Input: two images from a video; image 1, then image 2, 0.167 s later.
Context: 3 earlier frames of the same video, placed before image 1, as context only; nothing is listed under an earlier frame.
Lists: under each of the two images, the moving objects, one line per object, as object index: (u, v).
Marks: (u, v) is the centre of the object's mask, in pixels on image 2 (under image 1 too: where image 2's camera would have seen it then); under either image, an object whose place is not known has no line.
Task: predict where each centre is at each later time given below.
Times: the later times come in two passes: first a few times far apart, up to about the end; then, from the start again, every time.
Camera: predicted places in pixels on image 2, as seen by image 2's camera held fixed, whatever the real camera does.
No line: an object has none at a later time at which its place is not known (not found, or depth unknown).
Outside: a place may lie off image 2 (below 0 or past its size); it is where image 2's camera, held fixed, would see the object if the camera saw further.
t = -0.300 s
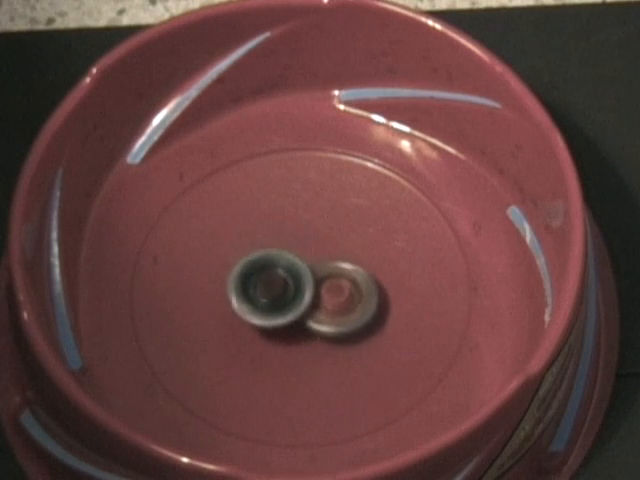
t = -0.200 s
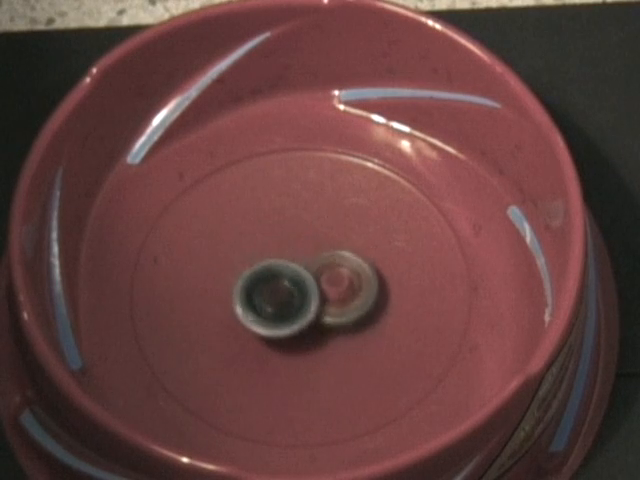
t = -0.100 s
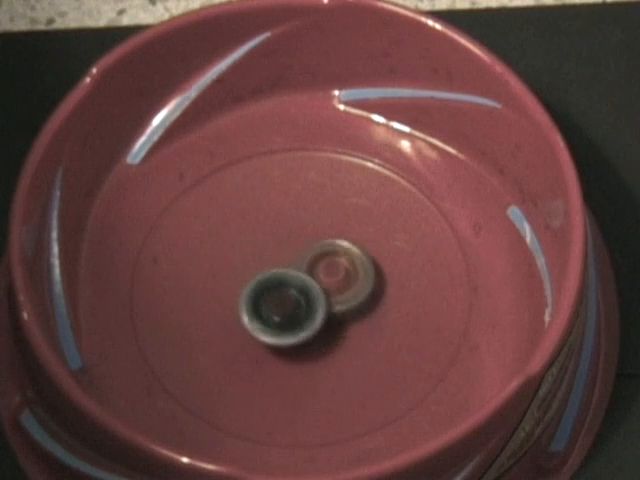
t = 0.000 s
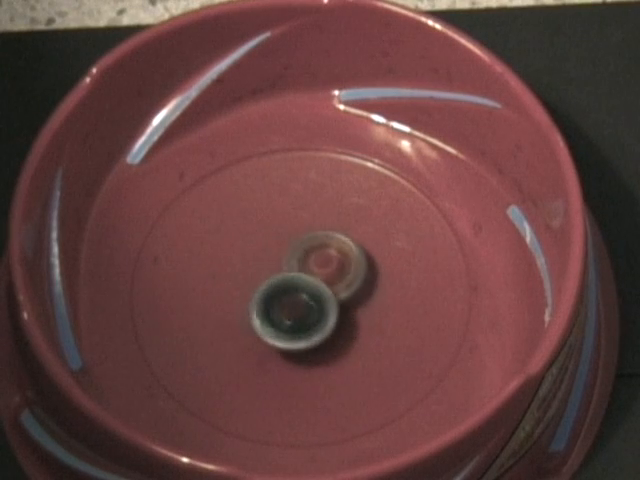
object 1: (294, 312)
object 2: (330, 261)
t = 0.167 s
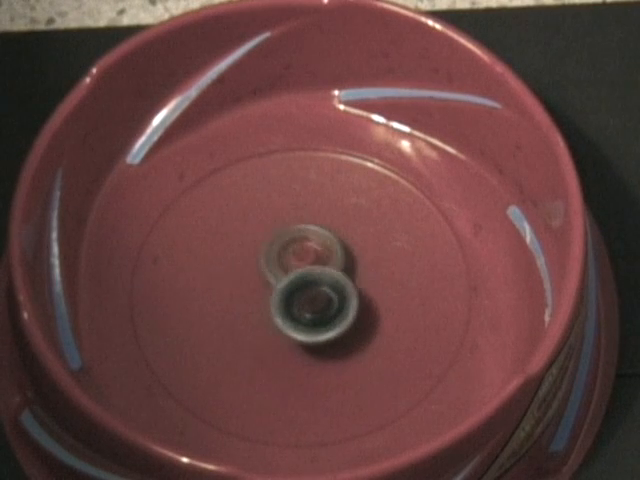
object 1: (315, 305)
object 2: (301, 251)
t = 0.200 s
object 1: (318, 302)
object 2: (294, 251)
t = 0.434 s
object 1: (332, 289)
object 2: (263, 262)
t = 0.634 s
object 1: (334, 277)
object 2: (251, 280)
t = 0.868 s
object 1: (321, 272)
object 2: (257, 307)
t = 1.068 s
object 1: (322, 266)
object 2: (276, 325)
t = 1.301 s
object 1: (320, 258)
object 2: (301, 331)
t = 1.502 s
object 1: (307, 248)
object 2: (313, 329)
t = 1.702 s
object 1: (285, 257)
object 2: (323, 317)
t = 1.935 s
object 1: (266, 272)
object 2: (330, 303)
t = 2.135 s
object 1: (259, 287)
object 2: (333, 292)
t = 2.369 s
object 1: (265, 298)
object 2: (340, 282)
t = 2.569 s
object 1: (286, 303)
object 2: (344, 274)
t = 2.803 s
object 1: (296, 305)
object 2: (348, 266)
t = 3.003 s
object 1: (295, 309)
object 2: (342, 262)
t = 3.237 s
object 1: (263, 317)
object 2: (351, 259)
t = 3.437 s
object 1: (265, 312)
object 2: (336, 264)
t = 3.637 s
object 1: (257, 293)
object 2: (323, 281)
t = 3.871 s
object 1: (245, 270)
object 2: (297, 327)
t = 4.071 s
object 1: (263, 250)
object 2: (317, 340)
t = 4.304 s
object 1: (302, 259)
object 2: (333, 341)
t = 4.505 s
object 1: (324, 255)
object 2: (318, 345)
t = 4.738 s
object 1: (350, 233)
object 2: (299, 337)
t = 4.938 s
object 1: (345, 245)
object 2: (323, 330)
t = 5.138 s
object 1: (300, 259)
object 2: (317, 327)
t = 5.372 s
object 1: (257, 246)
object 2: (301, 333)
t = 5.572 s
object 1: (265, 241)
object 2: (313, 326)
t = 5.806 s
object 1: (287, 277)
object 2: (312, 331)
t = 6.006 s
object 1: (276, 283)
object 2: (315, 339)
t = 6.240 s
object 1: (275, 278)
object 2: (315, 340)
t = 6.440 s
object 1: (298, 276)
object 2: (311, 340)
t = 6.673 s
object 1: (321, 279)
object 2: (318, 338)
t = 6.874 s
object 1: (323, 273)
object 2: (308, 341)
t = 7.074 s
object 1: (317, 269)
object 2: (310, 342)
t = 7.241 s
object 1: (311, 265)
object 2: (308, 342)
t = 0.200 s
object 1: (318, 302)
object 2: (294, 251)
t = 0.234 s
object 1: (321, 299)
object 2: (288, 252)
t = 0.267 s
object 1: (322, 297)
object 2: (282, 253)
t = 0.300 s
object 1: (323, 294)
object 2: (278, 255)
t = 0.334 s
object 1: (324, 291)
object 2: (275, 256)
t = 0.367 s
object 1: (325, 288)
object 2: (270, 260)
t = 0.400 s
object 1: (329, 288)
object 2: (267, 261)
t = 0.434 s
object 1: (332, 289)
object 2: (263, 262)
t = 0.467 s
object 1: (335, 287)
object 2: (261, 264)
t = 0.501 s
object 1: (337, 285)
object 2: (257, 267)
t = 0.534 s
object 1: (338, 283)
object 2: (255, 270)
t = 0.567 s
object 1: (337, 281)
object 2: (253, 273)
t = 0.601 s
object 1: (335, 279)
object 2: (252, 276)
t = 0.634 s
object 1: (334, 277)
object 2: (251, 280)
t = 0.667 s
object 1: (331, 275)
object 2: (252, 284)
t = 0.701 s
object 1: (326, 274)
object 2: (253, 288)
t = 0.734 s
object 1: (322, 273)
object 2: (254, 294)
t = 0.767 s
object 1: (321, 273)
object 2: (254, 298)
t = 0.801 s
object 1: (321, 273)
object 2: (255, 300)
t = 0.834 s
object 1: (322, 272)
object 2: (256, 304)
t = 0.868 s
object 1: (321, 272)
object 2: (257, 307)
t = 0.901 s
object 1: (321, 271)
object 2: (260, 311)
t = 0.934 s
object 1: (321, 270)
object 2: (263, 314)
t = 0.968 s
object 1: (322, 270)
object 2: (266, 317)
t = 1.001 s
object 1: (321, 269)
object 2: (269, 320)
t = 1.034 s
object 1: (321, 268)
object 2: (273, 322)
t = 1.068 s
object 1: (322, 266)
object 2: (276, 325)
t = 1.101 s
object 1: (324, 264)
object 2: (278, 327)
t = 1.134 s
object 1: (325, 262)
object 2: (281, 329)
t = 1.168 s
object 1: (325, 261)
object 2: (284, 330)
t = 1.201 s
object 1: (325, 260)
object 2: (288, 332)
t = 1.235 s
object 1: (324, 259)
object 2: (292, 332)
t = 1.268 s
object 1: (322, 258)
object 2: (296, 332)
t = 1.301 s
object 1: (320, 258)
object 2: (301, 331)
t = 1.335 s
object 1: (317, 260)
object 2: (304, 331)
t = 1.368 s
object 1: (315, 259)
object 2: (307, 331)
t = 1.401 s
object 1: (315, 253)
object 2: (308, 332)
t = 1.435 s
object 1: (314, 251)
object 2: (309, 331)
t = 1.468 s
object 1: (310, 250)
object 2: (311, 331)
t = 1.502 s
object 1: (307, 248)
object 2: (313, 329)
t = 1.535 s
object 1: (303, 249)
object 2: (315, 328)
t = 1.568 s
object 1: (300, 249)
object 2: (317, 326)
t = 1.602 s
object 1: (296, 251)
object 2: (319, 324)
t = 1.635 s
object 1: (292, 253)
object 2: (319, 321)
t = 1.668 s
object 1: (289, 256)
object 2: (321, 318)
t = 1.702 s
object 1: (285, 257)
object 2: (323, 317)
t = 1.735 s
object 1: (280, 257)
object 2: (324, 317)
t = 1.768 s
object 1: (277, 259)
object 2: (325, 315)
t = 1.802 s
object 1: (275, 262)
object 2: (327, 314)
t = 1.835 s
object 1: (272, 264)
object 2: (328, 310)
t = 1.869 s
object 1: (270, 267)
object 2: (328, 309)
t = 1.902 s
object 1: (268, 270)
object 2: (329, 306)
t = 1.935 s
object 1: (266, 272)
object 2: (330, 303)
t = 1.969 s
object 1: (265, 275)
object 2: (330, 301)
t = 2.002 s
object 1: (264, 277)
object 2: (330, 298)
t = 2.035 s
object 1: (263, 280)
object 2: (331, 296)
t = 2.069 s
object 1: (262, 283)
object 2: (331, 294)
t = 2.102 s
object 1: (259, 285)
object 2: (332, 292)
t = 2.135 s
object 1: (259, 287)
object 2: (333, 292)
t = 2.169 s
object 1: (258, 290)
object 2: (333, 289)
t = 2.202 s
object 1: (259, 291)
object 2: (333, 288)
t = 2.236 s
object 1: (261, 294)
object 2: (334, 287)
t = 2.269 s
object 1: (264, 296)
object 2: (334, 286)
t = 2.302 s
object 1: (268, 297)
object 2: (336, 284)
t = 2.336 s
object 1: (267, 299)
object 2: (338, 283)
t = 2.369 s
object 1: (265, 298)
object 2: (340, 282)
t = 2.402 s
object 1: (267, 299)
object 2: (340, 280)
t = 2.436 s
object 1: (270, 301)
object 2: (341, 279)
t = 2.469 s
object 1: (272, 302)
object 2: (342, 278)
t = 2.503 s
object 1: (277, 303)
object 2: (343, 276)
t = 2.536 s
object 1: (281, 303)
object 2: (344, 275)
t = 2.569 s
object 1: (286, 303)
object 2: (344, 274)
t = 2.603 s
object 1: (288, 303)
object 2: (345, 273)
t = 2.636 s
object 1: (290, 303)
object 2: (347, 273)
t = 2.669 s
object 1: (291, 303)
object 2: (347, 272)
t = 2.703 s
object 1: (292, 304)
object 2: (348, 271)
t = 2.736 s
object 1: (294, 304)
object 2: (349, 270)
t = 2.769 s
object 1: (296, 304)
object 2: (348, 269)
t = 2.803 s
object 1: (296, 305)
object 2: (348, 266)
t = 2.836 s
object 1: (293, 307)
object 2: (348, 265)
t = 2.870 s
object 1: (293, 308)
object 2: (347, 264)
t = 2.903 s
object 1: (293, 310)
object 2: (346, 264)
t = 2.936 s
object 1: (293, 310)
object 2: (346, 263)
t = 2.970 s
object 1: (294, 310)
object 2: (344, 263)
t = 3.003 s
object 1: (295, 309)
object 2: (342, 262)
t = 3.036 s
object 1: (297, 307)
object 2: (342, 262)
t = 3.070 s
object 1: (297, 306)
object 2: (341, 262)
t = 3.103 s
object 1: (287, 311)
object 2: (345, 261)
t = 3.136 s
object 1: (273, 314)
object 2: (352, 258)
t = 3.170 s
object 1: (267, 315)
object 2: (356, 258)
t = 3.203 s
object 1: (266, 315)
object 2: (354, 260)
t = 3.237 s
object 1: (263, 317)
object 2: (351, 259)
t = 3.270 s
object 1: (262, 318)
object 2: (349, 257)
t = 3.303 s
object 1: (260, 318)
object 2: (348, 259)
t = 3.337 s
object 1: (260, 318)
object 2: (346, 261)
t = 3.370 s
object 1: (260, 317)
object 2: (342, 263)
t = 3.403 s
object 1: (263, 314)
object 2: (338, 264)
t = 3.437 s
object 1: (265, 312)
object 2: (336, 264)
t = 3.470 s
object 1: (269, 308)
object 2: (334, 264)
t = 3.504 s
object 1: (272, 305)
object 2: (335, 265)
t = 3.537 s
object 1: (273, 301)
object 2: (332, 265)
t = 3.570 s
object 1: (270, 298)
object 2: (330, 269)
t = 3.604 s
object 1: (262, 295)
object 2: (326, 276)
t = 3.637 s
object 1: (257, 293)
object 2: (323, 281)
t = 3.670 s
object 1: (252, 290)
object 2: (316, 285)
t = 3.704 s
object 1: (248, 287)
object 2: (313, 290)
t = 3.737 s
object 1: (245, 285)
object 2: (307, 297)
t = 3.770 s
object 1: (243, 282)
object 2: (303, 305)
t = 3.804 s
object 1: (242, 278)
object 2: (296, 314)
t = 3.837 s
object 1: (243, 273)
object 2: (295, 319)
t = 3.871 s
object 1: (245, 270)
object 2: (297, 327)
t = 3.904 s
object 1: (247, 265)
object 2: (300, 329)
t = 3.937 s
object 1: (248, 263)
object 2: (303, 333)
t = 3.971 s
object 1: (250, 258)
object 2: (308, 335)
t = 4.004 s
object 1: (253, 255)
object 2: (311, 337)
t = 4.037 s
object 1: (257, 252)
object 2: (315, 339)
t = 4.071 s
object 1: (263, 250)
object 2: (317, 340)
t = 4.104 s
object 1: (268, 250)
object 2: (320, 341)
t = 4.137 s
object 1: (275, 251)
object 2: (323, 341)
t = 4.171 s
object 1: (280, 252)
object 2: (326, 340)
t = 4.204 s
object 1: (285, 255)
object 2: (328, 340)
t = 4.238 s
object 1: (291, 258)
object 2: (330, 339)
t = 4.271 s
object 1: (296, 259)
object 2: (332, 340)
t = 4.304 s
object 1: (302, 259)
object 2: (333, 341)
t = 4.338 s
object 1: (308, 258)
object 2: (333, 343)
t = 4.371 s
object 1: (312, 258)
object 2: (333, 344)
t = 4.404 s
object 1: (316, 257)
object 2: (331, 346)
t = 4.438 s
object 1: (319, 256)
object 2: (328, 347)
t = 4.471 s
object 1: (322, 255)
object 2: (325, 347)
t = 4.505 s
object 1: (324, 255)
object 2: (318, 345)
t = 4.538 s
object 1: (327, 255)
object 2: (314, 343)
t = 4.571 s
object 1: (334, 249)
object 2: (309, 342)
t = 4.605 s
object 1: (339, 242)
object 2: (303, 343)
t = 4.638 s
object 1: (343, 238)
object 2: (300, 343)
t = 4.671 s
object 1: (346, 235)
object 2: (299, 342)
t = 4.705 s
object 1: (349, 233)
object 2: (298, 340)
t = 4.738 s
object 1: (350, 233)
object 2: (299, 337)
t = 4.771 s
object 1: (351, 233)
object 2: (300, 334)
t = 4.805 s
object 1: (353, 233)
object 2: (303, 331)
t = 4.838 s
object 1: (353, 234)
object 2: (308, 328)
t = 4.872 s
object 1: (352, 237)
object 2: (316, 328)
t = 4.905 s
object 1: (349, 242)
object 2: (320, 328)
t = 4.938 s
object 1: (345, 245)
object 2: (323, 330)
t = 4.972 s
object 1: (339, 248)
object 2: (324, 331)
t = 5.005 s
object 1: (333, 251)
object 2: (324, 332)
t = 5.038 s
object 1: (327, 254)
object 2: (324, 331)
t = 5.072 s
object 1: (318, 257)
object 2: (324, 330)
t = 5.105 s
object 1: (309, 259)
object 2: (321, 328)
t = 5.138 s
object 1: (300, 259)
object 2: (317, 327)
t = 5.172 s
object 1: (289, 259)
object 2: (311, 327)
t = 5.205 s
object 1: (281, 257)
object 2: (308, 328)
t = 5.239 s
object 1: (274, 255)
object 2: (304, 329)
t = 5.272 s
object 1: (269, 254)
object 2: (302, 331)
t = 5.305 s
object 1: (264, 252)
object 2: (301, 332)
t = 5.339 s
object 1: (259, 248)
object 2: (301, 332)
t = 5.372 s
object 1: (257, 246)
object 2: (301, 333)
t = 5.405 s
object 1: (255, 243)
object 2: (301, 332)
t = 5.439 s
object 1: (254, 240)
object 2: (302, 332)
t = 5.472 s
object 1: (255, 239)
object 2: (303, 330)
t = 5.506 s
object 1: (257, 238)
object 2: (304, 328)
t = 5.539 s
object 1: (261, 238)
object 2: (309, 327)
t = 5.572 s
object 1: (265, 241)
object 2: (313, 326)
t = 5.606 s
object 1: (268, 245)
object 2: (317, 327)
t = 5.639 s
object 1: (271, 250)
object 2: (321, 328)
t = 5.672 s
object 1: (275, 255)
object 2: (322, 328)
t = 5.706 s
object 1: (279, 261)
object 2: (322, 329)
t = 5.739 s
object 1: (281, 266)
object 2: (323, 330)
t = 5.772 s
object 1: (285, 270)
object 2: (321, 330)
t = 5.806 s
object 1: (287, 277)
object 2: (312, 331)
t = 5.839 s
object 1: (284, 281)
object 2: (312, 333)
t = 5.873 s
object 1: (281, 282)
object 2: (312, 335)
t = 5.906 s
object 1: (279, 282)
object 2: (311, 338)
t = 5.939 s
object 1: (277, 283)
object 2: (312, 340)
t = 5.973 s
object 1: (277, 283)
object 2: (315, 340)
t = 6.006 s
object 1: (276, 283)
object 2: (315, 339)
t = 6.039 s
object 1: (276, 284)
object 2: (316, 339)
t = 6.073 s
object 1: (276, 286)
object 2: (317, 340)
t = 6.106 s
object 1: (274, 287)
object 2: (316, 340)
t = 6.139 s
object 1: (272, 286)
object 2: (315, 340)
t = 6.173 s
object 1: (271, 284)
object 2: (314, 340)
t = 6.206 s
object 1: (271, 281)
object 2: (314, 340)
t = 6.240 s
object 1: (275, 278)
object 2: (315, 340)
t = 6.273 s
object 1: (281, 278)
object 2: (316, 339)
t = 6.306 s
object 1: (285, 279)
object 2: (316, 340)
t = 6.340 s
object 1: (286, 282)
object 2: (317, 340)
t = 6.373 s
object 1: (288, 280)
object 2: (315, 341)
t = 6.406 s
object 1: (293, 277)
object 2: (313, 342)
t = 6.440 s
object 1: (298, 276)
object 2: (311, 340)
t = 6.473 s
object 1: (302, 277)
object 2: (311, 341)
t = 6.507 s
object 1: (306, 276)
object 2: (313, 340)
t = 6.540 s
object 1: (310, 276)
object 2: (315, 339)
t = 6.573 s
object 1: (313, 276)
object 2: (317, 339)
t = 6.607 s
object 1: (316, 276)
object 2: (319, 338)
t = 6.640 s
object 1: (320, 277)
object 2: (320, 338)
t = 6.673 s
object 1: (321, 279)
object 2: (318, 338)
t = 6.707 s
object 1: (322, 280)
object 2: (317, 338)
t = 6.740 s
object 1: (322, 281)
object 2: (314, 339)
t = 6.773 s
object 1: (322, 279)
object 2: (313, 339)
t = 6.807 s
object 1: (322, 278)
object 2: (312, 340)
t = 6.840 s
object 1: (324, 274)
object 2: (310, 341)
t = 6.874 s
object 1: (323, 273)
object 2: (308, 341)
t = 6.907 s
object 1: (323, 274)
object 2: (307, 342)
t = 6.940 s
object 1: (321, 273)
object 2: (307, 342)
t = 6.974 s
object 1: (320, 272)
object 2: (307, 342)
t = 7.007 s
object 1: (319, 271)
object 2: (308, 342)
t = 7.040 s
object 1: (317, 270)
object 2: (309, 342)
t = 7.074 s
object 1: (317, 269)
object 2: (310, 342)
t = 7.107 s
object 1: (316, 269)
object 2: (310, 342)
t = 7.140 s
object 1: (315, 268)
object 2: (310, 342)
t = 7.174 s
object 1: (313, 267)
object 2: (309, 342)
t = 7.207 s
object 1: (312, 266)
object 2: (309, 342)
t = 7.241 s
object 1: (311, 265)
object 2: (308, 342)
